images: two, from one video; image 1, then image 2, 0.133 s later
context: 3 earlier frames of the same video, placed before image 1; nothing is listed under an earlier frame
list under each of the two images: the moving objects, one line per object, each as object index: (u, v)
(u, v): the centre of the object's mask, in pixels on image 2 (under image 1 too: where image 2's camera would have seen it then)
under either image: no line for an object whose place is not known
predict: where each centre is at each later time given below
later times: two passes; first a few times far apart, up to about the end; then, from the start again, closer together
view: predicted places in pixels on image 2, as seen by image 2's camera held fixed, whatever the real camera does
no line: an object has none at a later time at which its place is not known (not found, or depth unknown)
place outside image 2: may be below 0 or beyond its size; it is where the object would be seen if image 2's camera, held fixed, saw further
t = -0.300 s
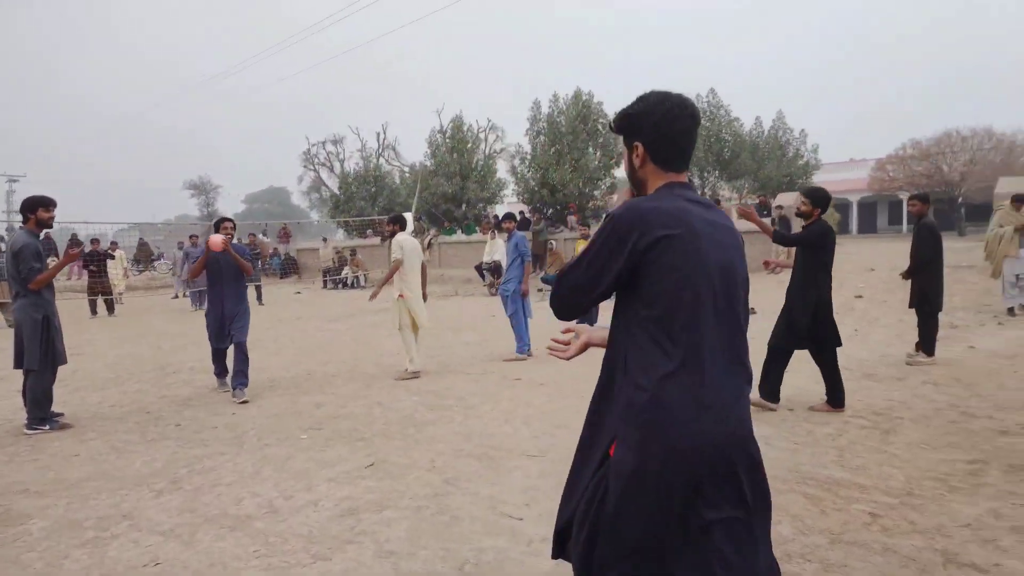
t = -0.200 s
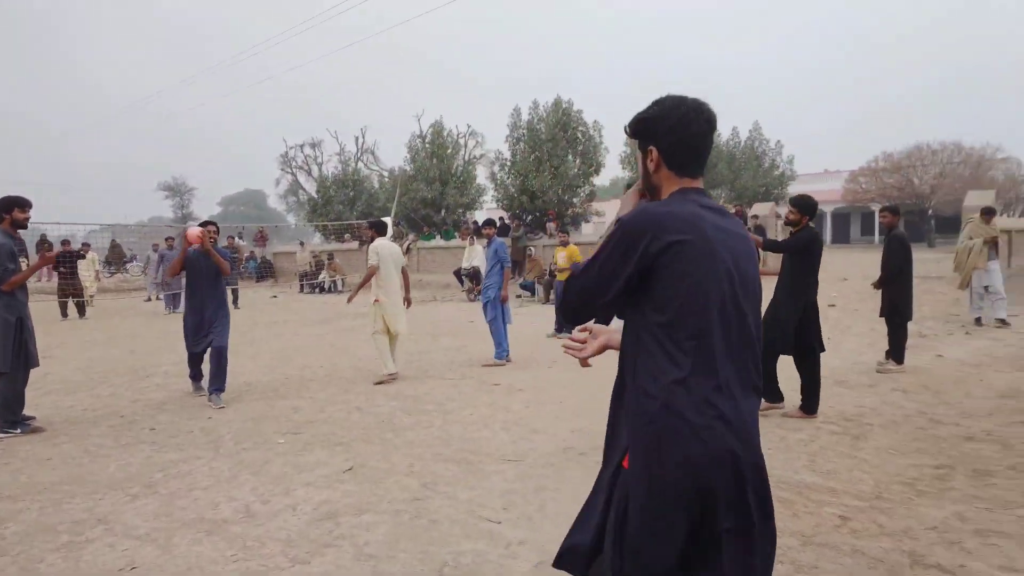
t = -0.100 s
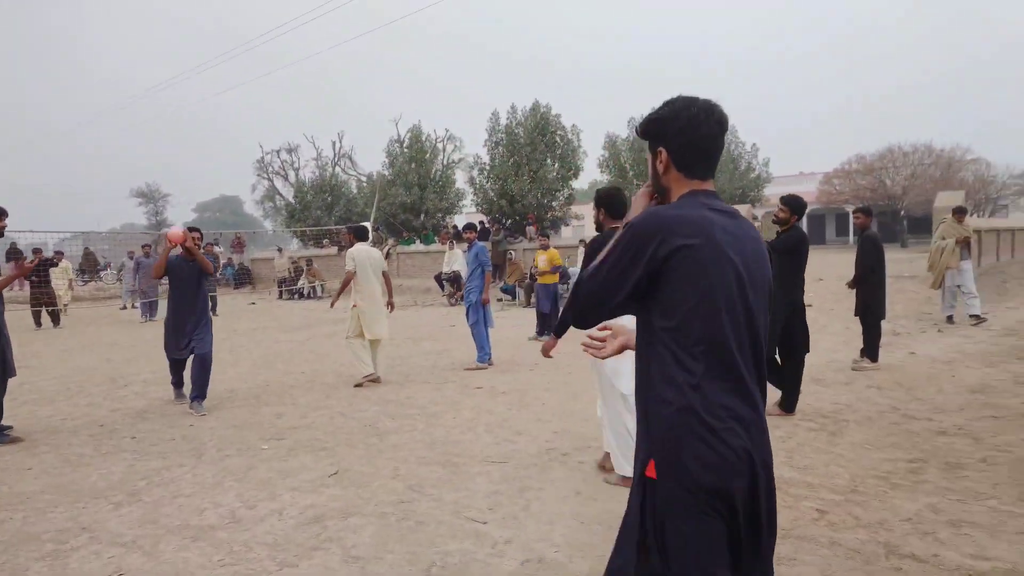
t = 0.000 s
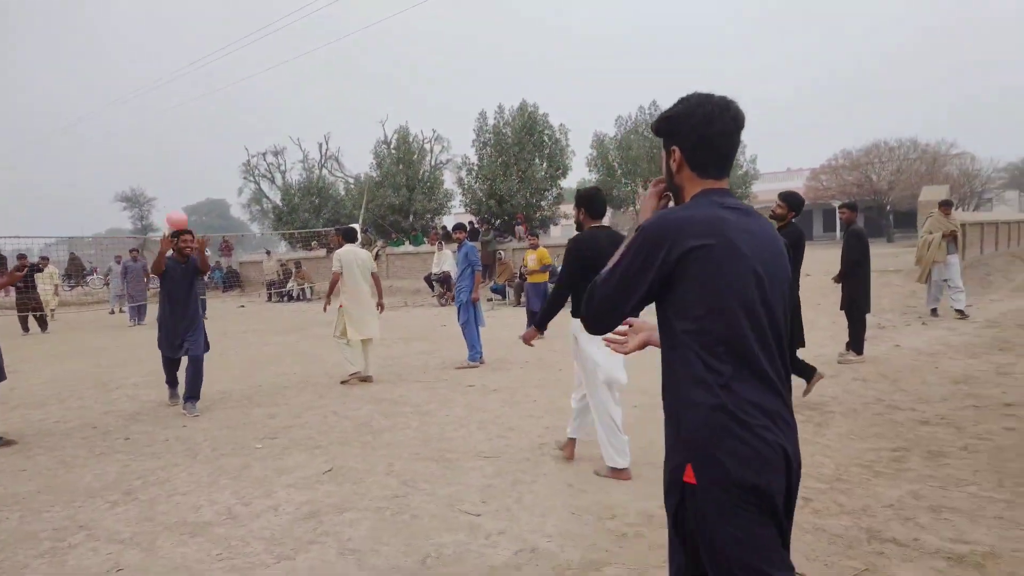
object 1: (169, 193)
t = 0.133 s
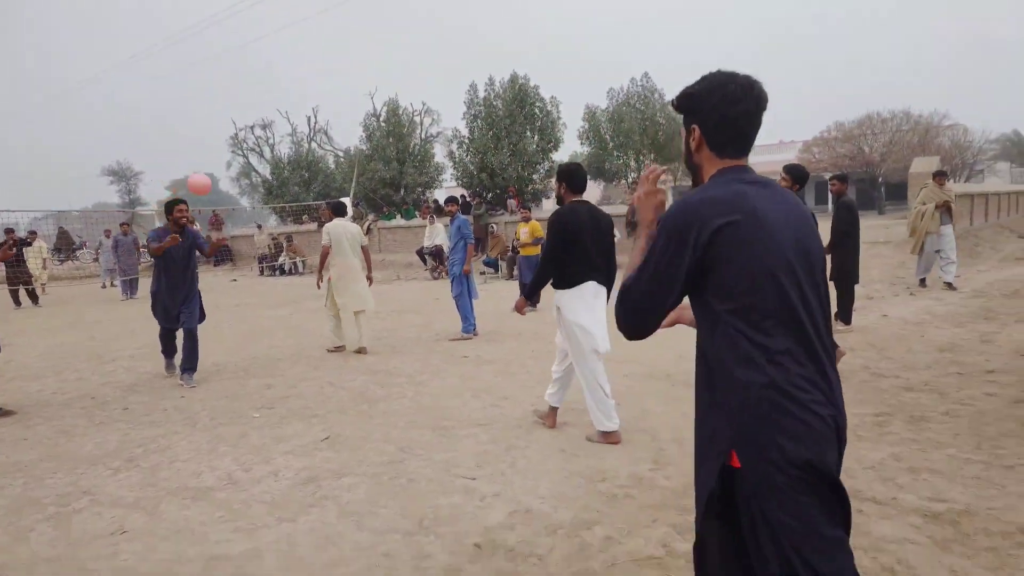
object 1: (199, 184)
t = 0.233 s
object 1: (231, 193)
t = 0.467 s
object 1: (343, 294)
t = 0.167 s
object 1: (210, 185)
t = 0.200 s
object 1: (220, 188)
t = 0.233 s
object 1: (231, 193)
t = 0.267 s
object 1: (245, 200)
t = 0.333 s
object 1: (273, 221)
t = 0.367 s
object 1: (289, 235)
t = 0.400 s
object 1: (306, 252)
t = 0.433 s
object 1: (324, 271)
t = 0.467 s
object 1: (343, 294)
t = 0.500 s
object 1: (366, 320)
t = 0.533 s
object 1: (388, 350)
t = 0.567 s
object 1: (413, 385)
